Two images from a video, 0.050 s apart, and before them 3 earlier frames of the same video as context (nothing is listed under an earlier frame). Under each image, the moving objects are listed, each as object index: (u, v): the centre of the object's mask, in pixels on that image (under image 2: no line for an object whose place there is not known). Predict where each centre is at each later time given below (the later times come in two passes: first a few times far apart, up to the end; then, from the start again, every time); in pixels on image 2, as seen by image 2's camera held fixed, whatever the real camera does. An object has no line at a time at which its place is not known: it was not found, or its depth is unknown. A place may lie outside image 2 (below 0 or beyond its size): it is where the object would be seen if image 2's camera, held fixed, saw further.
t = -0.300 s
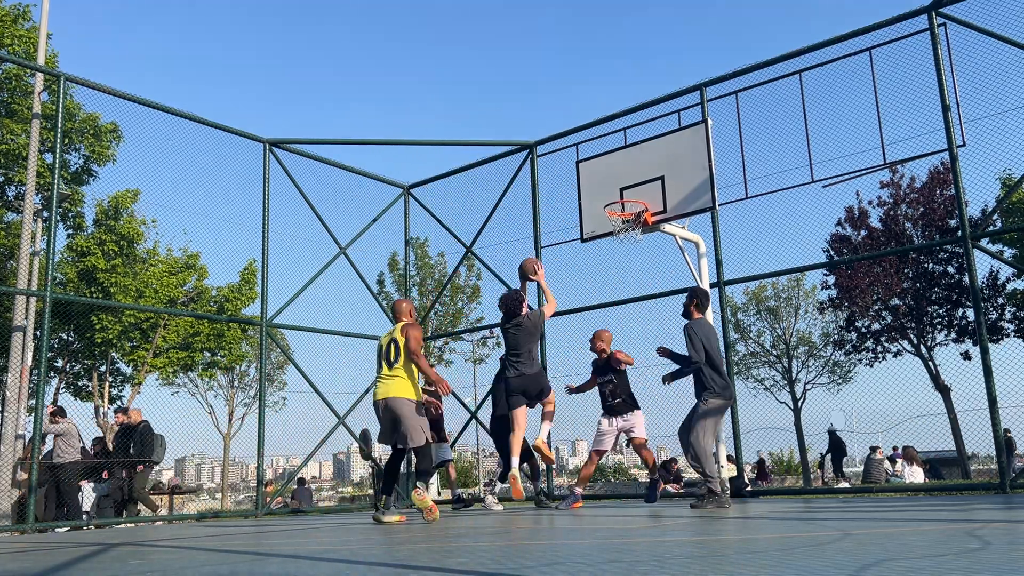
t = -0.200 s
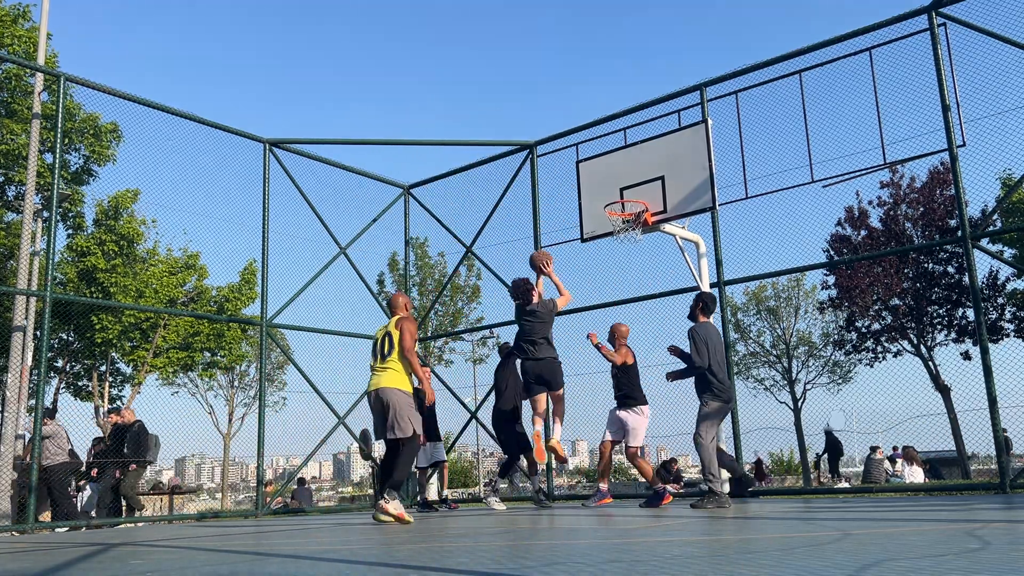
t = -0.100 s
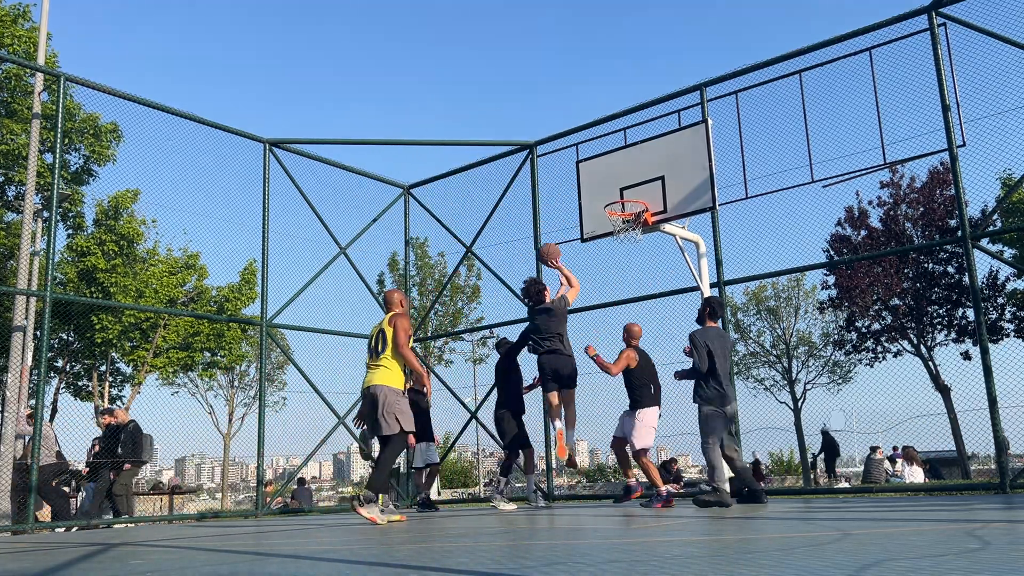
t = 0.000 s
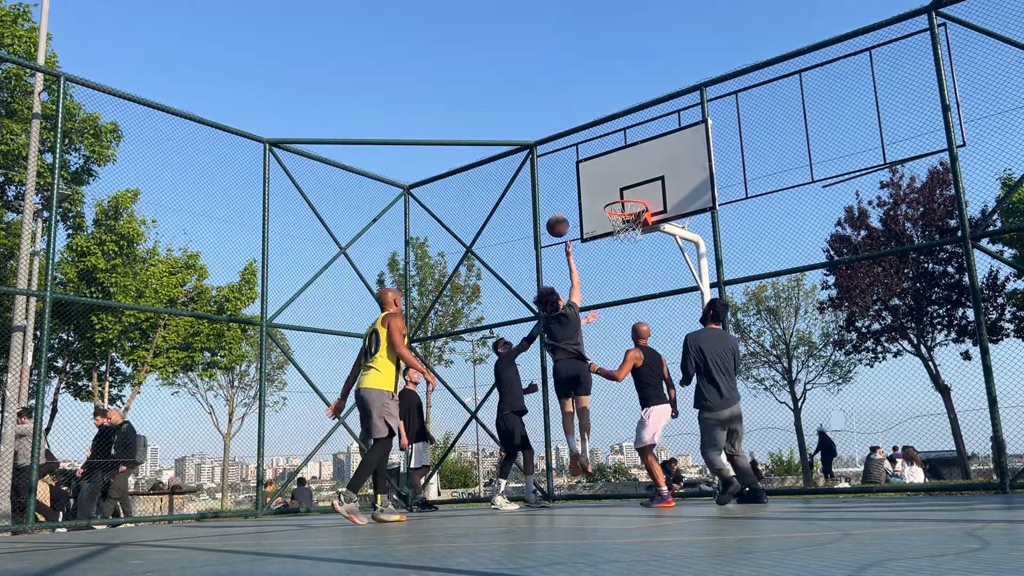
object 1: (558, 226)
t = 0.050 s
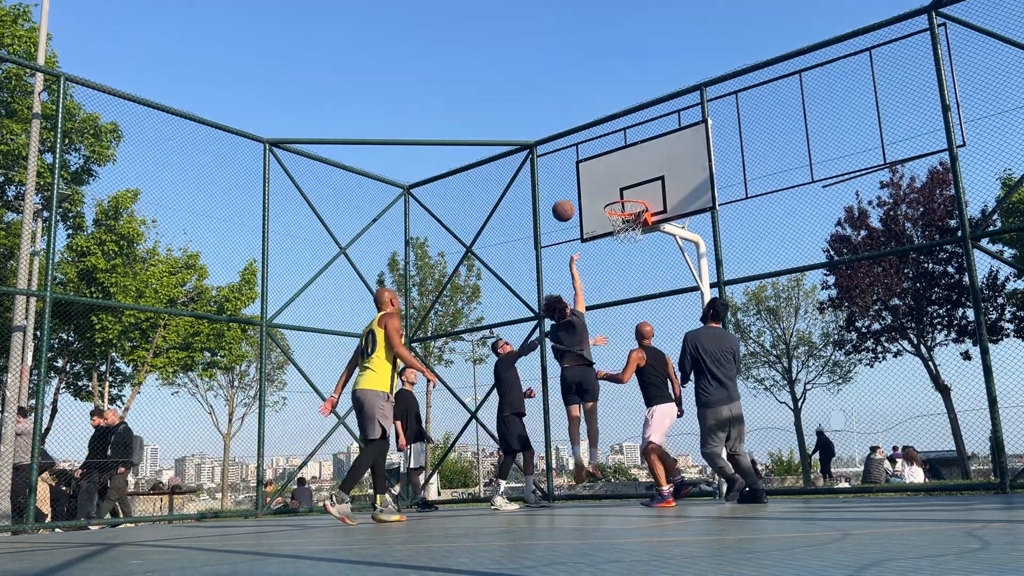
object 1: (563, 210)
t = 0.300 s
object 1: (590, 169)
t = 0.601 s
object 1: (621, 188)
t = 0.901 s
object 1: (614, 184)
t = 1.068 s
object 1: (615, 193)
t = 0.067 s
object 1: (565, 206)
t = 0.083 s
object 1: (567, 201)
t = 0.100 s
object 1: (569, 197)
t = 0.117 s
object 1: (571, 194)
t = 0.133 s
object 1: (572, 190)
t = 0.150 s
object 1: (574, 187)
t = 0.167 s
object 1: (576, 184)
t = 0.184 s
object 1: (578, 181)
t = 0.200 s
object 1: (580, 179)
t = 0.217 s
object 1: (581, 177)
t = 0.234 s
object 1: (583, 174)
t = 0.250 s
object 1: (586, 172)
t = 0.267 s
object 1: (588, 171)
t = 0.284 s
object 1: (589, 170)
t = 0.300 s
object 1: (590, 169)
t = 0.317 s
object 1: (592, 168)
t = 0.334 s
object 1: (594, 168)
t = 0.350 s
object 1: (596, 167)
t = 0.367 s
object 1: (598, 167)
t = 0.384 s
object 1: (599, 168)
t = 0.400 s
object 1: (601, 168)
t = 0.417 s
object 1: (603, 168)
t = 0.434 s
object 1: (605, 169)
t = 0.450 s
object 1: (607, 170)
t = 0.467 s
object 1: (609, 171)
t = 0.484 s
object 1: (611, 173)
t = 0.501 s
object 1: (612, 174)
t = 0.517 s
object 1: (614, 176)
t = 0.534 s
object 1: (616, 178)
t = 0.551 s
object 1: (618, 181)
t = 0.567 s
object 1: (620, 183)
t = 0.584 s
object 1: (621, 186)
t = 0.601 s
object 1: (621, 188)
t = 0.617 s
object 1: (620, 190)
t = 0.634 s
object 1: (619, 191)
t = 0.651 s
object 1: (618, 192)
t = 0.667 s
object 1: (617, 194)
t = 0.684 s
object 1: (615, 198)
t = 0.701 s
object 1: (615, 202)
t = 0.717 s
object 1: (615, 203)
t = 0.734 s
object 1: (614, 198)
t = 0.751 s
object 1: (614, 196)
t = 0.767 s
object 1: (614, 193)
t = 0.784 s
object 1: (614, 192)
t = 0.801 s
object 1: (614, 191)
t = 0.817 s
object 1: (614, 189)
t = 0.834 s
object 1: (614, 187)
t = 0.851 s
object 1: (614, 186)
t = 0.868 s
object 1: (614, 185)
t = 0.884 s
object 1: (614, 185)
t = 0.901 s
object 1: (614, 184)
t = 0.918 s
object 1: (614, 184)
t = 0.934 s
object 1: (614, 184)
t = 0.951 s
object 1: (614, 184)
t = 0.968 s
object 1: (614, 185)
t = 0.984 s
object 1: (614, 185)
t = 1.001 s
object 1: (614, 186)
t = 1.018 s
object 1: (614, 188)
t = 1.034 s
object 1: (614, 190)
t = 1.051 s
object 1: (614, 191)
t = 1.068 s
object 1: (615, 193)
